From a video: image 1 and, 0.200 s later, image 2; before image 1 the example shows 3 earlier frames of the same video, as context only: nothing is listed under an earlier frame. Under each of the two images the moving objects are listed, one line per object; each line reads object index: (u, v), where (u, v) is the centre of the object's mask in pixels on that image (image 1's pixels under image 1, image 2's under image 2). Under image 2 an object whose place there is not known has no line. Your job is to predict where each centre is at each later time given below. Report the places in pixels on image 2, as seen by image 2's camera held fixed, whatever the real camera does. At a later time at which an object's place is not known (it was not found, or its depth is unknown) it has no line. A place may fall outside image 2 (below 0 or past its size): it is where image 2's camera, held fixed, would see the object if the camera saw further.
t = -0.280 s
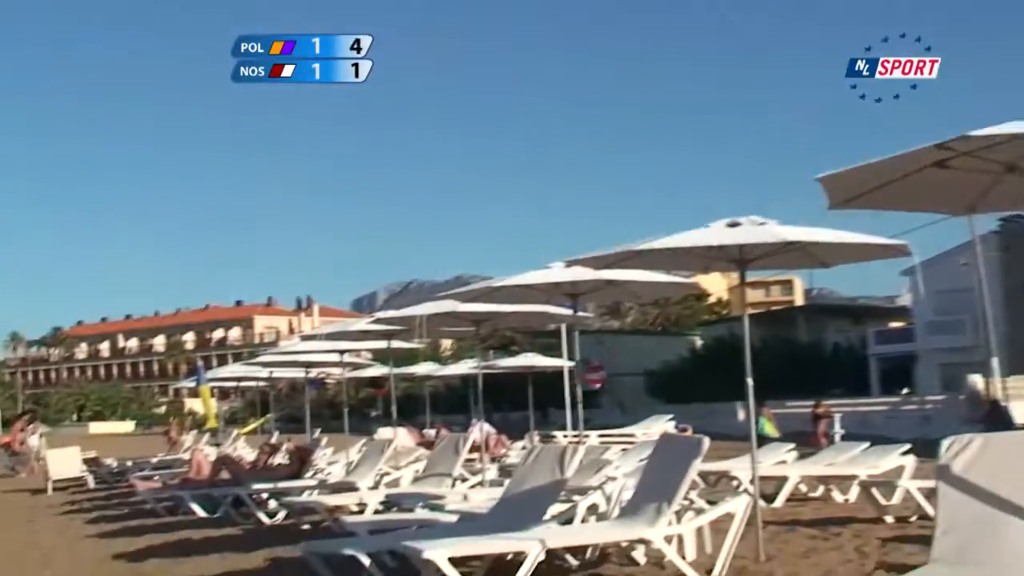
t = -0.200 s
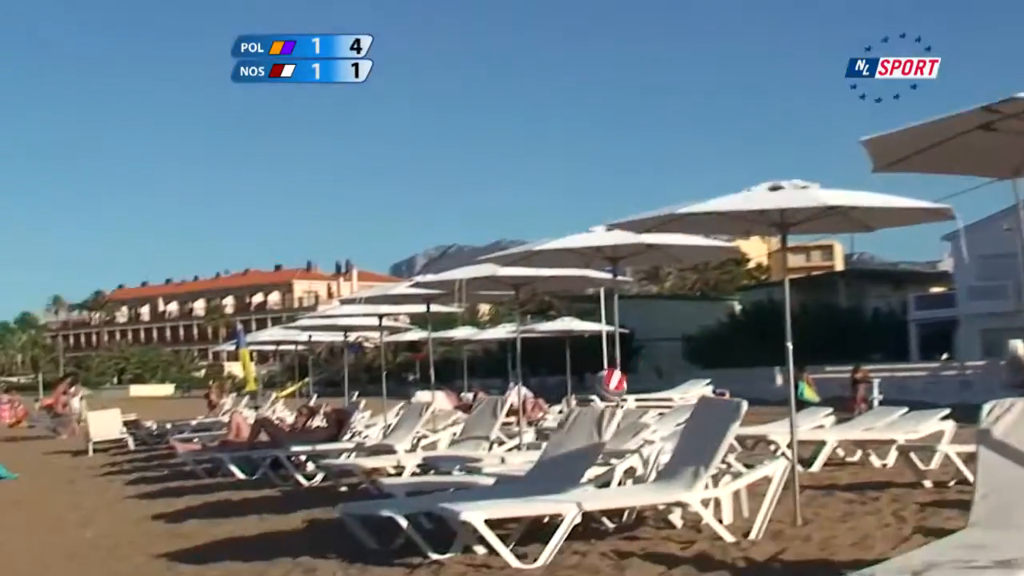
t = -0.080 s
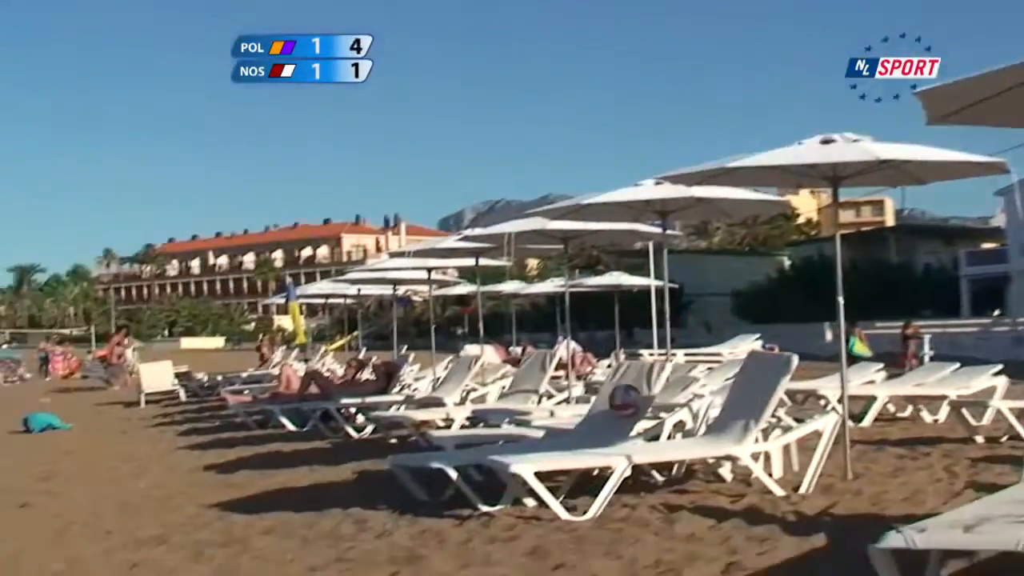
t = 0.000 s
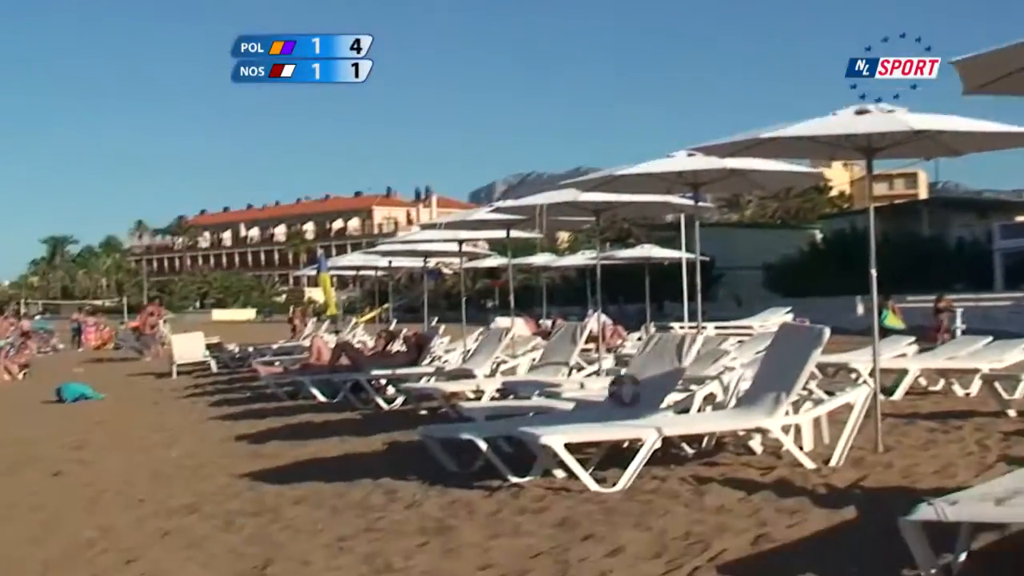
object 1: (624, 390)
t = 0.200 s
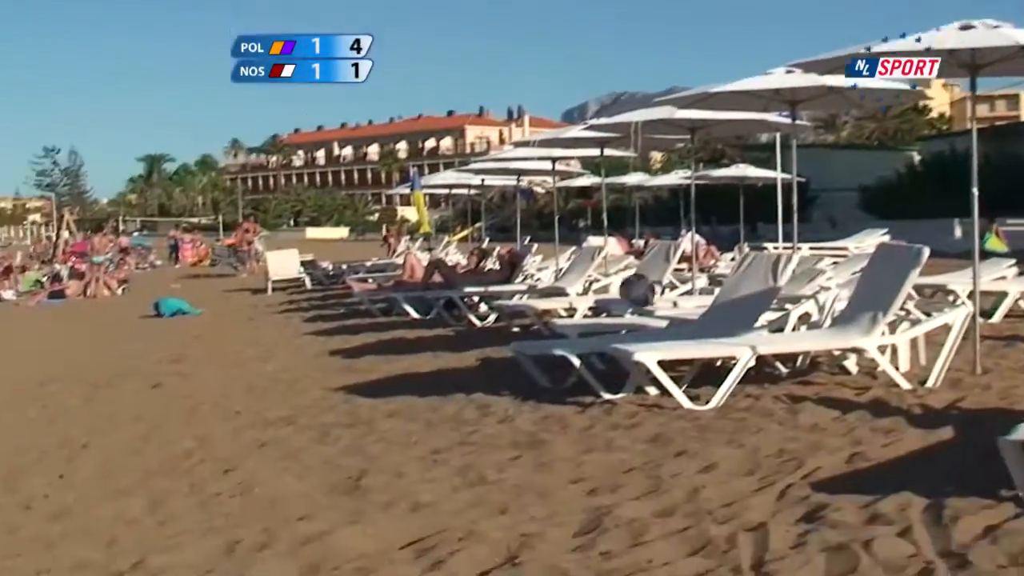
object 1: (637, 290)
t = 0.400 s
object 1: (553, 337)
